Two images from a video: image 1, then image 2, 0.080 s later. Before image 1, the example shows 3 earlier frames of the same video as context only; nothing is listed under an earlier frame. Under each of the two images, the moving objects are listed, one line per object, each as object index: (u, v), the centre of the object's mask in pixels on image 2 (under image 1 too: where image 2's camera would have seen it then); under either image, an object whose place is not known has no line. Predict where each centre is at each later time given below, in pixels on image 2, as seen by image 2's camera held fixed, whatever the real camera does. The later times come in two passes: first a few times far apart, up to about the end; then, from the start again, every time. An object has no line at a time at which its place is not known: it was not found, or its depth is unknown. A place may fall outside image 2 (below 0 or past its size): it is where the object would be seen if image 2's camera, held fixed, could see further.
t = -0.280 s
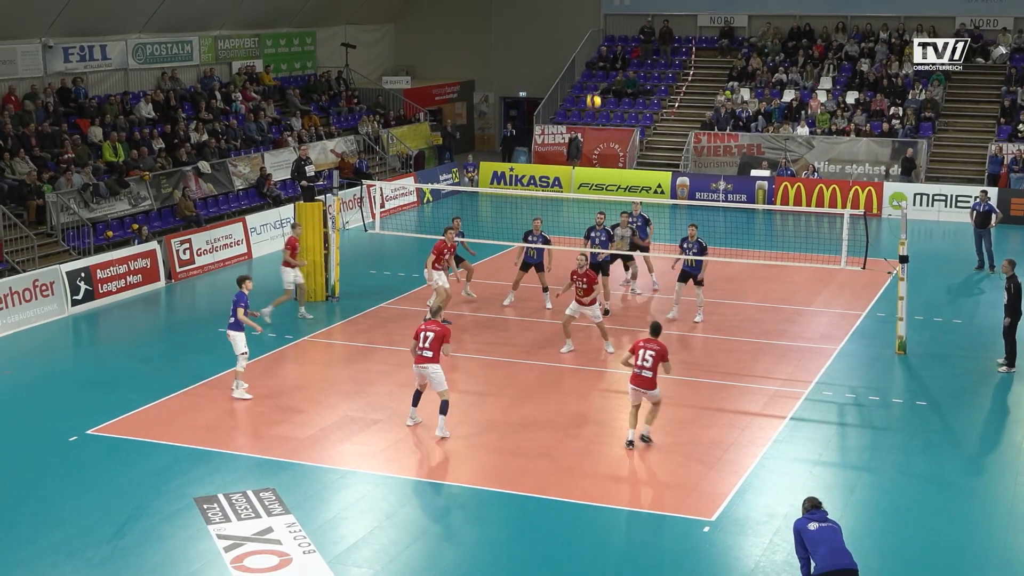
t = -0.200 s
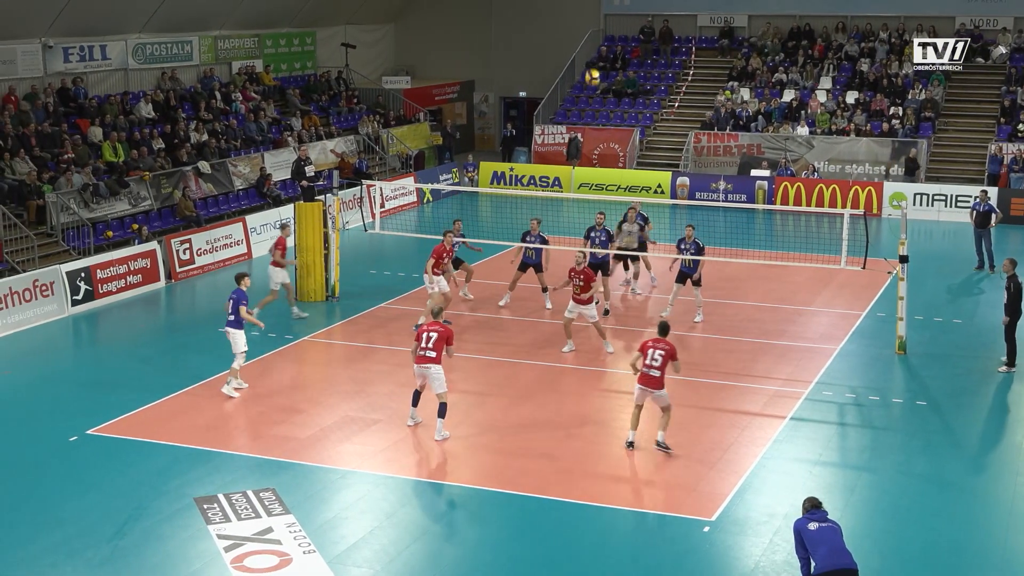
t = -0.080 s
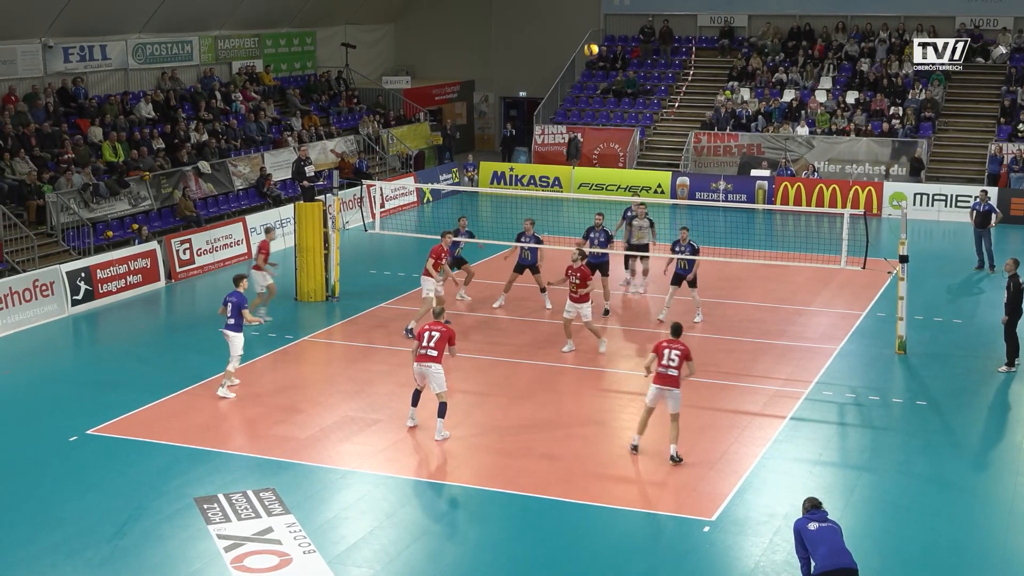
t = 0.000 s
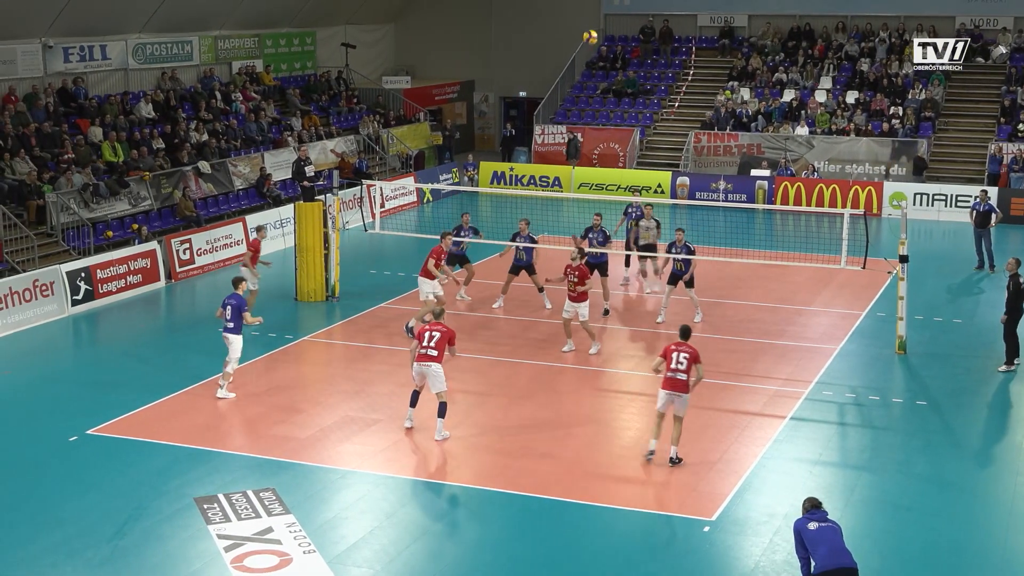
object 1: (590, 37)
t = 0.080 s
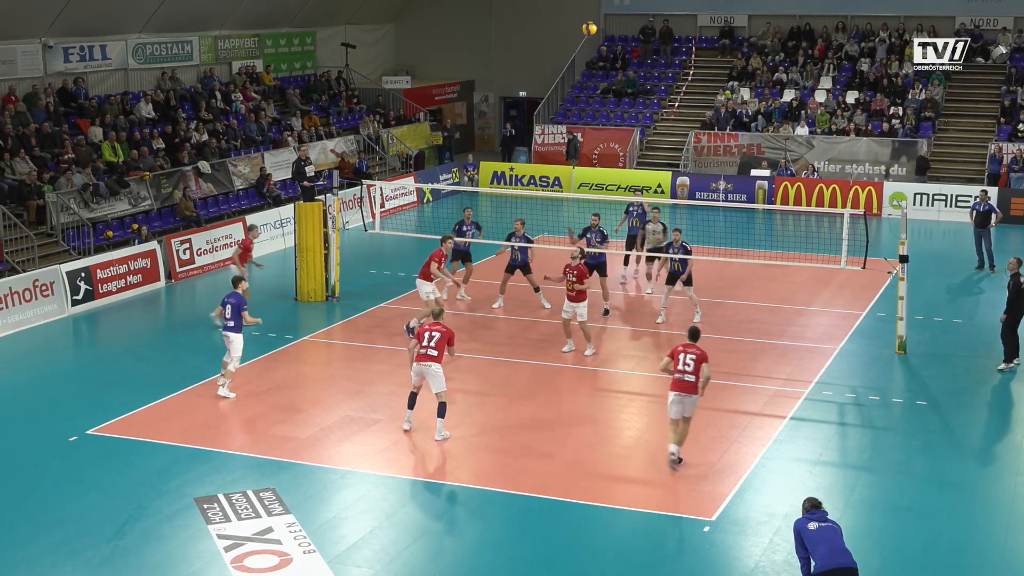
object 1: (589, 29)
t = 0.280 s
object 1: (587, 26)
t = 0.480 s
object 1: (584, 48)
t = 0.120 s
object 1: (589, 26)
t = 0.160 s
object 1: (588, 24)
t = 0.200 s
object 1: (588, 24)
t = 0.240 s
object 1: (587, 25)
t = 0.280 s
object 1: (587, 26)
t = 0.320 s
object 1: (586, 28)
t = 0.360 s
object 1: (586, 32)
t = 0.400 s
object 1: (585, 37)
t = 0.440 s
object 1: (584, 42)
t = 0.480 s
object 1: (584, 48)
